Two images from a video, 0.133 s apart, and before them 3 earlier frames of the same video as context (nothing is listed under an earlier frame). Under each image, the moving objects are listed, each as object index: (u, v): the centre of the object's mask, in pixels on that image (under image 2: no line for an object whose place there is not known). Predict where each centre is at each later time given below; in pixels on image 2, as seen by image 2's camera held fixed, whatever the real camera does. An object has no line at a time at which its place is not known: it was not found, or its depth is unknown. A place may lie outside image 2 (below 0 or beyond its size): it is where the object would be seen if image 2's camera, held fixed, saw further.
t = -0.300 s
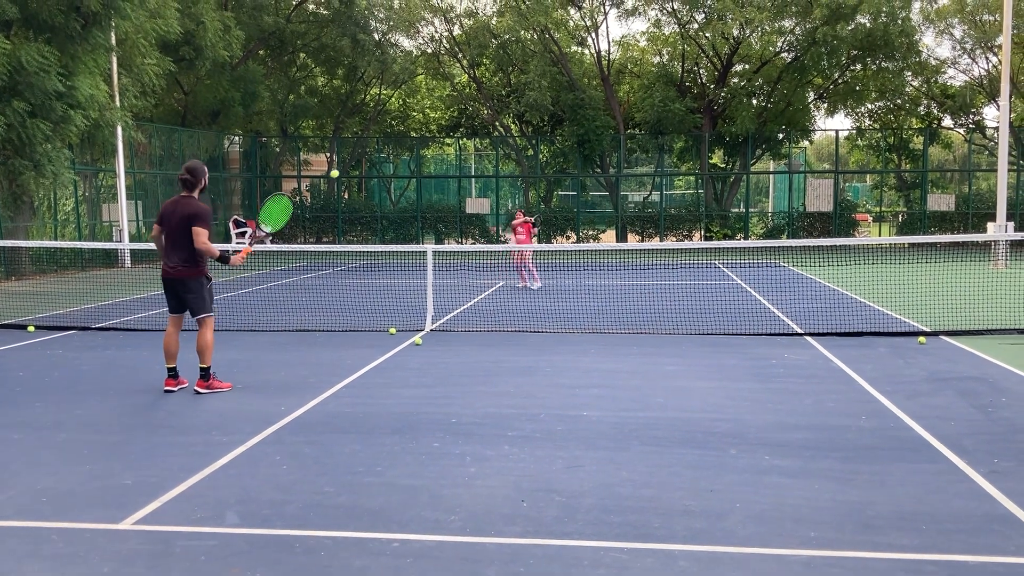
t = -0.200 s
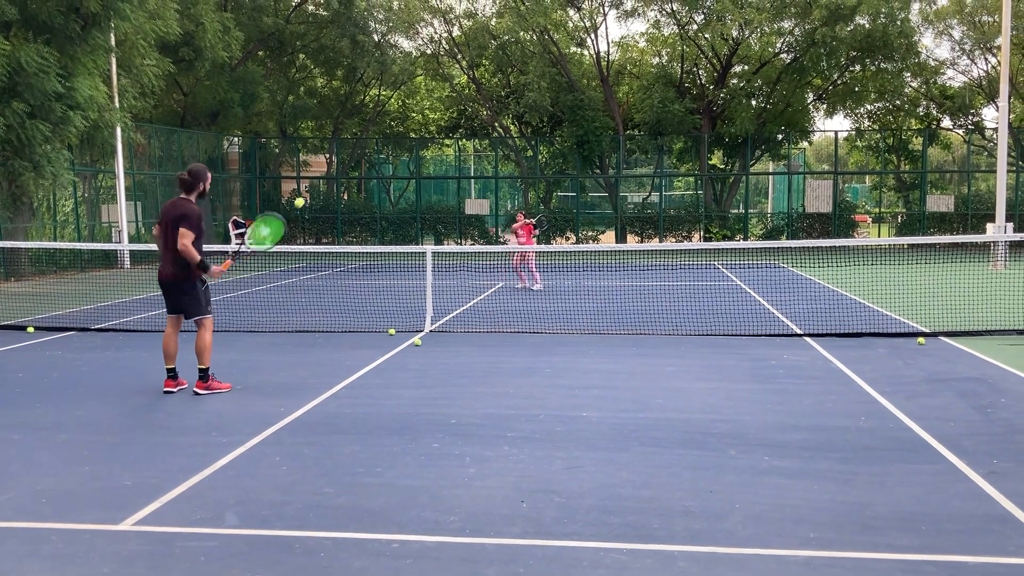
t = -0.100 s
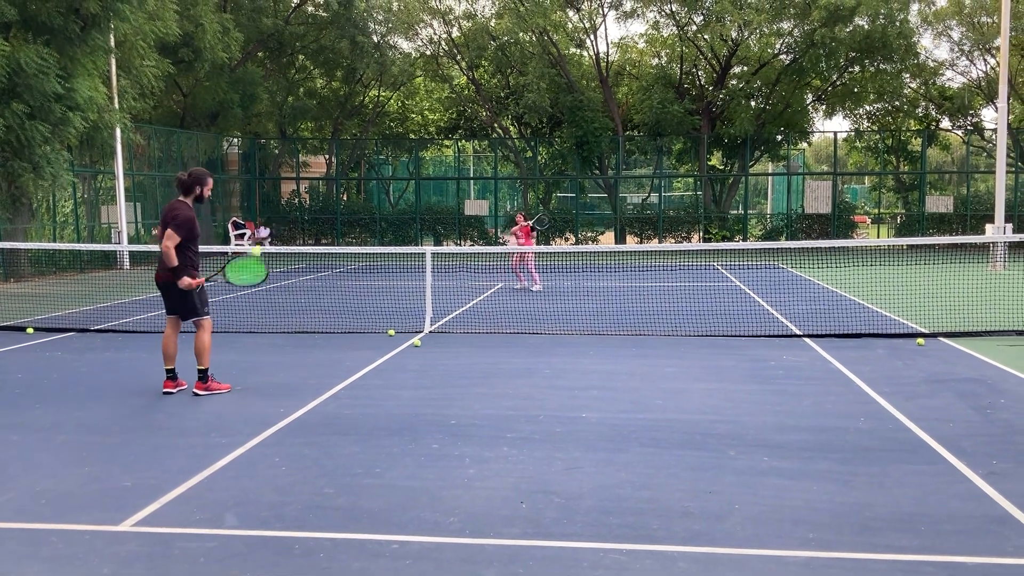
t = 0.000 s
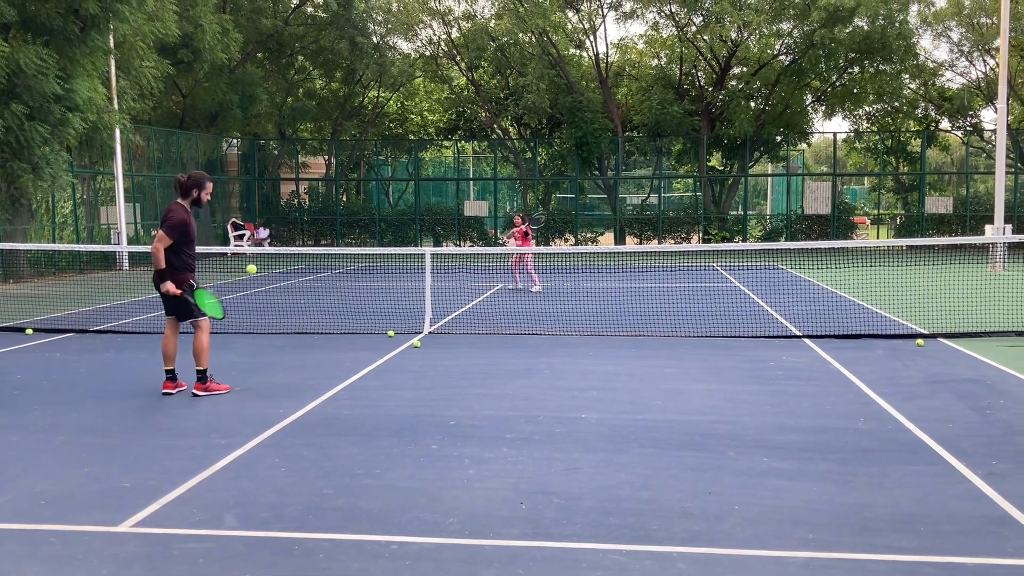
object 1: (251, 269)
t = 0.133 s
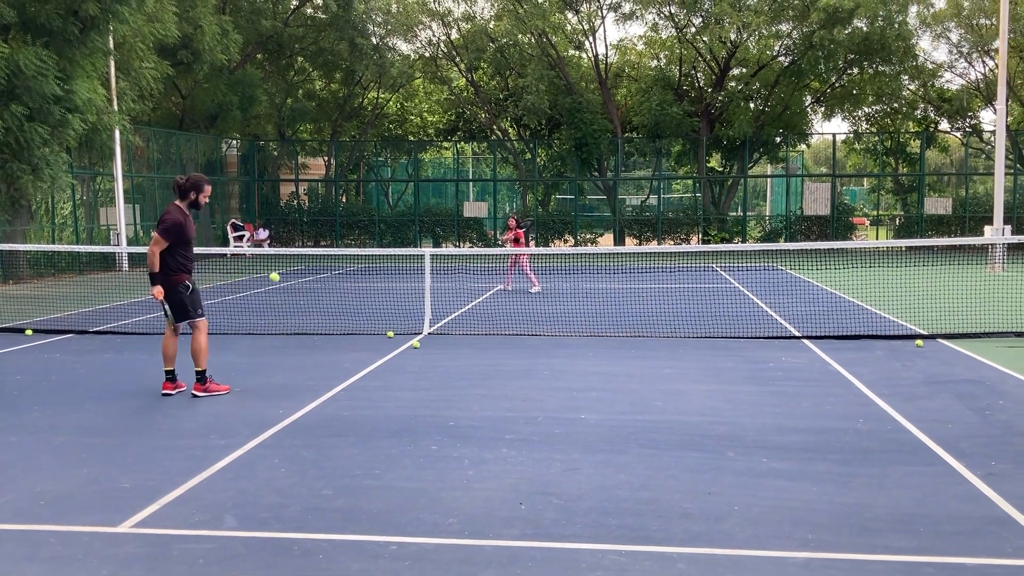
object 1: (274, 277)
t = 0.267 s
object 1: (297, 306)
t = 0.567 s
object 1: (339, 332)
